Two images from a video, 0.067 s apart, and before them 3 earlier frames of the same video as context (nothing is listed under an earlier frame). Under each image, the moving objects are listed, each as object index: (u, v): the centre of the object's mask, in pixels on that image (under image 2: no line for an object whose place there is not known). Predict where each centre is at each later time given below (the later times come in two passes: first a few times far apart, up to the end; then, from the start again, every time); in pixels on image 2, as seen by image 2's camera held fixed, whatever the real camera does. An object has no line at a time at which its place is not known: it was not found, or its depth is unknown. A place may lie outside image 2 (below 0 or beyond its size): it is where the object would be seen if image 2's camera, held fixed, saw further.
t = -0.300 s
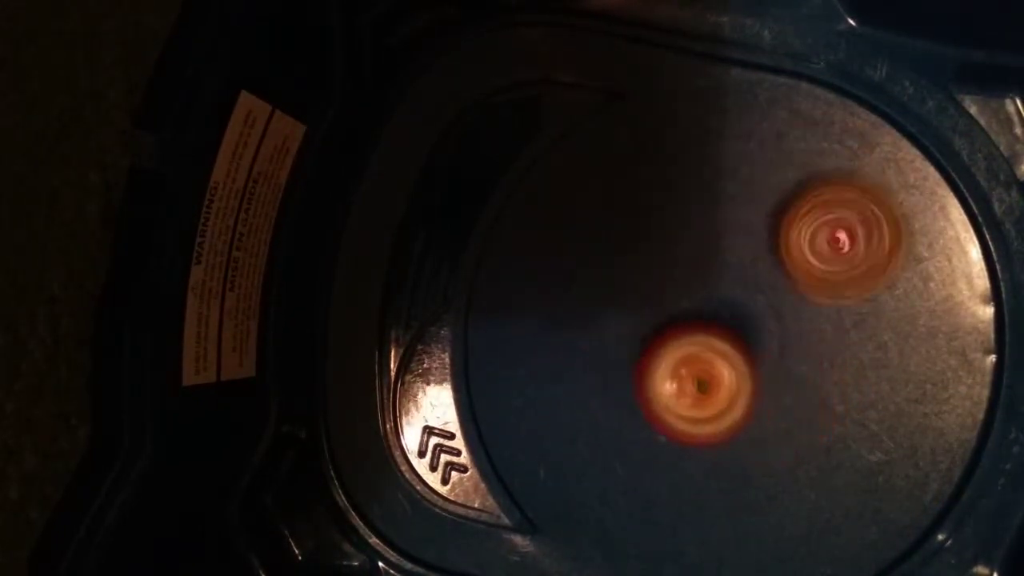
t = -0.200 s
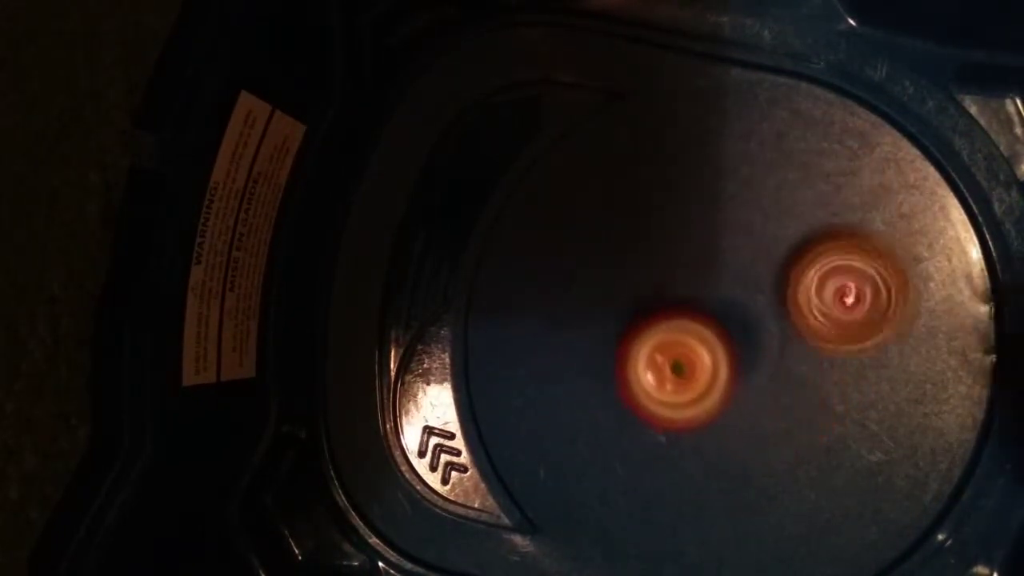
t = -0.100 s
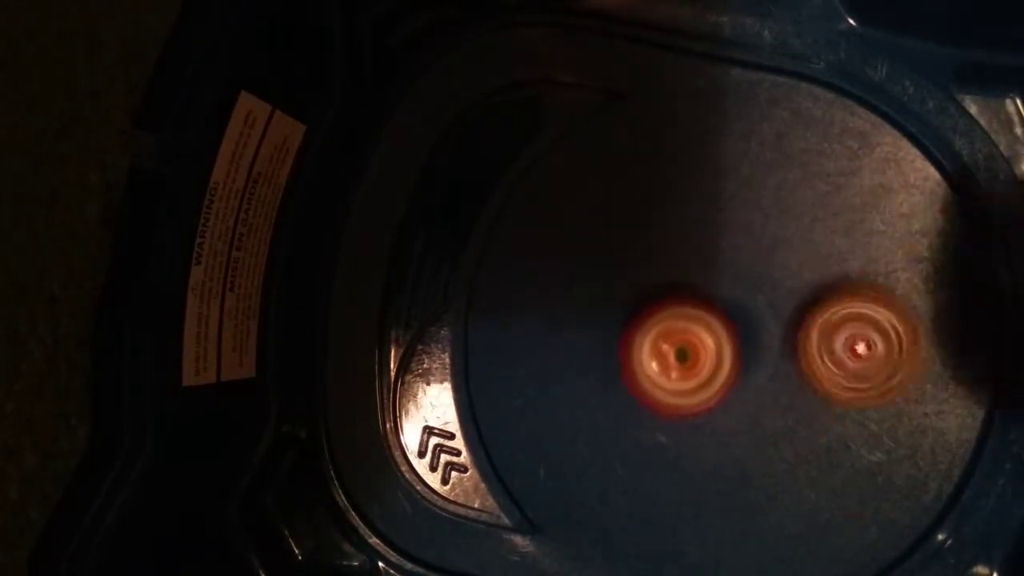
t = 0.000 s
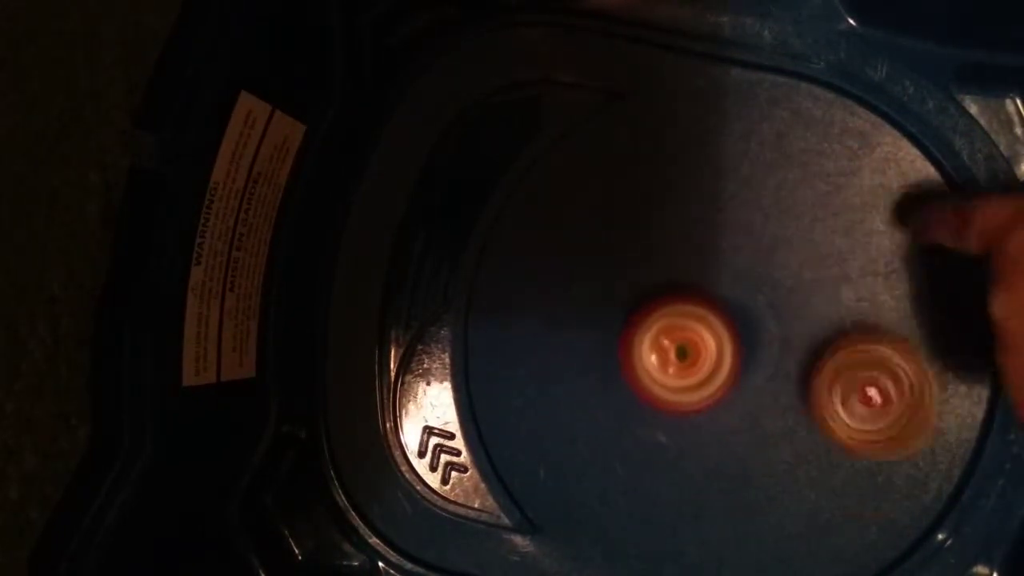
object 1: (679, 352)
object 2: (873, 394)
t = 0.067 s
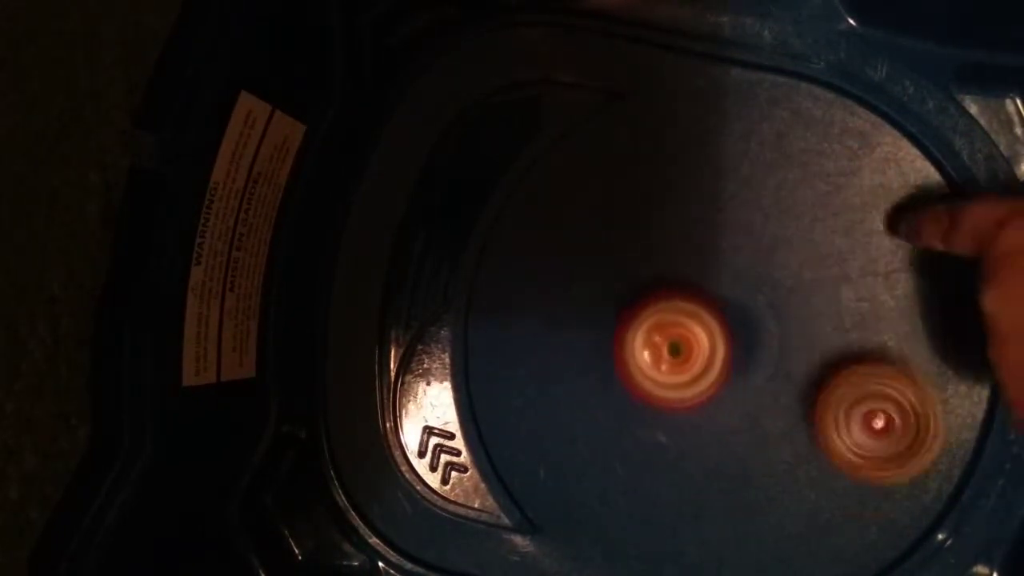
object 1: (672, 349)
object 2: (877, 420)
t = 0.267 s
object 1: (680, 347)
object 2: (859, 451)
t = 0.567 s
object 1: (683, 322)
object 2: (742, 461)
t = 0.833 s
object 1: (701, 306)
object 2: (700, 456)
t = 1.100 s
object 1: (750, 224)
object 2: (647, 446)
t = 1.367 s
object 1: (744, 198)
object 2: (664, 373)
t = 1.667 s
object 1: (814, 207)
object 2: (581, 335)
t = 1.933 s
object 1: (859, 238)
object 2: (589, 308)
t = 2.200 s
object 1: (864, 306)
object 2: (671, 342)
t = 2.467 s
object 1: (832, 386)
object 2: (665, 404)
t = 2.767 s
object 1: (783, 456)
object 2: (626, 374)
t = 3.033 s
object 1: (748, 474)
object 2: (687, 354)
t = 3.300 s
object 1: (719, 478)
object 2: (775, 287)
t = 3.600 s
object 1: (698, 411)
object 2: (816, 376)
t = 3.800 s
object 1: (689, 370)
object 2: (866, 339)
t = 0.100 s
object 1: (672, 348)
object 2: (880, 430)
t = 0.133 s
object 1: (673, 347)
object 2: (880, 437)
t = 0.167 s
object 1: (677, 347)
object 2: (877, 444)
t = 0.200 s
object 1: (680, 346)
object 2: (872, 449)
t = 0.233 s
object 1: (681, 347)
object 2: (867, 451)
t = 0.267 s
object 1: (680, 347)
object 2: (859, 451)
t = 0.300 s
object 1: (678, 347)
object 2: (849, 451)
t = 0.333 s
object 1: (677, 346)
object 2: (837, 451)
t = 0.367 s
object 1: (677, 345)
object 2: (825, 449)
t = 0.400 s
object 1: (678, 342)
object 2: (809, 447)
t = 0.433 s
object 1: (679, 339)
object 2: (793, 446)
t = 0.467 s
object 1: (680, 335)
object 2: (776, 445)
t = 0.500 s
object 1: (679, 329)
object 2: (760, 448)
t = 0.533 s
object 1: (680, 324)
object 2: (751, 455)
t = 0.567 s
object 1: (683, 322)
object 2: (742, 461)
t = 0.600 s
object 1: (686, 321)
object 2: (734, 467)
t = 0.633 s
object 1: (689, 319)
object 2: (727, 471)
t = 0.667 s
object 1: (690, 317)
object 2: (720, 473)
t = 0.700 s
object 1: (692, 314)
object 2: (715, 474)
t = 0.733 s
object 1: (695, 311)
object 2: (709, 472)
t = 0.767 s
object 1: (696, 309)
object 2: (705, 469)
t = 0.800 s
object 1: (698, 308)
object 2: (702, 463)
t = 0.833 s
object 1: (701, 306)
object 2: (700, 456)
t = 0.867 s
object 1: (704, 306)
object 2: (697, 449)
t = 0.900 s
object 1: (707, 302)
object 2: (693, 438)
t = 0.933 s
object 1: (715, 286)
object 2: (688, 435)
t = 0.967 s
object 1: (729, 262)
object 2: (674, 445)
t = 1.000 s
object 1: (741, 241)
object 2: (662, 447)
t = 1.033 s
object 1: (748, 231)
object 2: (655, 449)
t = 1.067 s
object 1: (751, 227)
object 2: (650, 448)
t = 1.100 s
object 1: (750, 224)
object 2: (647, 446)
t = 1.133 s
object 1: (748, 220)
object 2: (643, 443)
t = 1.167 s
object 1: (748, 215)
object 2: (643, 438)
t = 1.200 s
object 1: (748, 208)
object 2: (645, 431)
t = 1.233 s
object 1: (749, 204)
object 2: (647, 421)
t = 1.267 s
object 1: (749, 200)
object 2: (650, 412)
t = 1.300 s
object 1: (749, 198)
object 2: (655, 400)
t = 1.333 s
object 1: (746, 197)
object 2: (659, 386)
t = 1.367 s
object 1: (744, 198)
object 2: (664, 373)
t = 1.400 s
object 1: (741, 201)
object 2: (666, 357)
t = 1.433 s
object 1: (740, 204)
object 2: (670, 343)
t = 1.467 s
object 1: (739, 208)
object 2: (673, 327)
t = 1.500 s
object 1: (756, 205)
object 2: (655, 319)
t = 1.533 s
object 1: (779, 201)
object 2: (633, 326)
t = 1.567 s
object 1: (794, 202)
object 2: (610, 332)
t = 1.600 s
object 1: (802, 204)
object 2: (594, 334)
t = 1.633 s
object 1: (807, 205)
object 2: (585, 333)
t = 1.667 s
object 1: (814, 207)
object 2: (581, 335)
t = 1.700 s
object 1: (822, 210)
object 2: (573, 337)
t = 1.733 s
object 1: (829, 214)
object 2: (569, 337)
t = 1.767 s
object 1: (834, 216)
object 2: (563, 334)
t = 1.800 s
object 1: (840, 218)
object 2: (559, 326)
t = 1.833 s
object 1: (847, 223)
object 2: (565, 320)
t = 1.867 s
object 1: (853, 231)
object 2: (567, 318)
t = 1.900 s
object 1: (857, 235)
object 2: (573, 312)
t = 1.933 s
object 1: (859, 238)
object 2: (589, 308)
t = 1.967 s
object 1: (862, 243)
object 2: (602, 309)
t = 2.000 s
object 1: (865, 251)
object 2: (615, 309)
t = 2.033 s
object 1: (866, 262)
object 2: (627, 312)
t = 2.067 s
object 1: (866, 272)
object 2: (637, 316)
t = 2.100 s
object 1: (865, 281)
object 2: (645, 322)
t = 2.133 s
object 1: (864, 287)
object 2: (656, 329)
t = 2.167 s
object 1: (865, 295)
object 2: (664, 334)
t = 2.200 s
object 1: (864, 306)
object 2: (671, 342)
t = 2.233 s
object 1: (859, 318)
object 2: (676, 348)
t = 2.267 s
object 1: (856, 328)
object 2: (681, 353)
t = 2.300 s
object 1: (854, 336)
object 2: (684, 367)
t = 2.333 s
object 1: (851, 346)
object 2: (677, 381)
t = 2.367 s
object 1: (848, 357)
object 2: (671, 387)
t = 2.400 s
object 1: (842, 369)
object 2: (667, 389)
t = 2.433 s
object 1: (835, 378)
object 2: (665, 392)
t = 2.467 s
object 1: (832, 386)
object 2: (665, 404)
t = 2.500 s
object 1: (829, 395)
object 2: (660, 410)
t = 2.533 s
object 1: (823, 405)
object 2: (652, 412)
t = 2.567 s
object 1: (816, 415)
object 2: (645, 413)
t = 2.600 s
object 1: (810, 422)
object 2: (634, 411)
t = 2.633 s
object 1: (805, 428)
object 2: (626, 404)
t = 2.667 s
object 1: (801, 437)
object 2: (625, 398)
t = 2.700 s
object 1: (797, 443)
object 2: (623, 391)
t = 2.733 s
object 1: (790, 451)
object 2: (623, 383)
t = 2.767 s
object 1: (783, 456)
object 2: (626, 374)
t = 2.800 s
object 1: (777, 460)
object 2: (632, 367)
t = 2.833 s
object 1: (775, 463)
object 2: (641, 360)
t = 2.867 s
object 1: (774, 466)
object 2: (650, 356)
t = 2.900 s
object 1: (773, 469)
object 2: (658, 355)
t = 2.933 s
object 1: (772, 472)
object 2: (665, 355)
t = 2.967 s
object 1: (765, 474)
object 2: (675, 355)
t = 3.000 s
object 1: (757, 474)
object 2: (682, 357)
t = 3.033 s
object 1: (748, 474)
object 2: (687, 354)
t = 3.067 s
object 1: (739, 486)
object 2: (705, 335)
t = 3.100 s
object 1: (731, 495)
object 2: (715, 321)
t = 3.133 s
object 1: (726, 497)
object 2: (729, 308)
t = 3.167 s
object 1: (725, 495)
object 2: (747, 292)
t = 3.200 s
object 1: (724, 491)
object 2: (757, 285)
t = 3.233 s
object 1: (723, 488)
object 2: (767, 283)
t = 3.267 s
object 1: (721, 484)
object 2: (775, 284)
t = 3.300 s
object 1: (719, 478)
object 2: (775, 287)
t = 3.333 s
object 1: (718, 472)
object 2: (776, 291)
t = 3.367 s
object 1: (716, 464)
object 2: (776, 297)
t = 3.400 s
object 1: (714, 459)
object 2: (777, 306)
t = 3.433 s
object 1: (712, 451)
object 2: (775, 312)
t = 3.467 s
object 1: (711, 445)
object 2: (775, 321)
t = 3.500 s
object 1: (711, 436)
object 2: (777, 332)
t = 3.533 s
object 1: (706, 427)
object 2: (783, 346)
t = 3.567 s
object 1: (701, 419)
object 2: (800, 364)
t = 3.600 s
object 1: (698, 411)
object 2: (816, 376)
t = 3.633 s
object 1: (697, 404)
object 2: (834, 380)
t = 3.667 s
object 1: (694, 397)
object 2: (846, 374)
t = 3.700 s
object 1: (691, 388)
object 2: (855, 366)
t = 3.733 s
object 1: (689, 382)
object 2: (860, 358)
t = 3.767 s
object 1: (688, 375)
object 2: (864, 348)
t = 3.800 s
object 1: (689, 370)
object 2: (866, 339)
